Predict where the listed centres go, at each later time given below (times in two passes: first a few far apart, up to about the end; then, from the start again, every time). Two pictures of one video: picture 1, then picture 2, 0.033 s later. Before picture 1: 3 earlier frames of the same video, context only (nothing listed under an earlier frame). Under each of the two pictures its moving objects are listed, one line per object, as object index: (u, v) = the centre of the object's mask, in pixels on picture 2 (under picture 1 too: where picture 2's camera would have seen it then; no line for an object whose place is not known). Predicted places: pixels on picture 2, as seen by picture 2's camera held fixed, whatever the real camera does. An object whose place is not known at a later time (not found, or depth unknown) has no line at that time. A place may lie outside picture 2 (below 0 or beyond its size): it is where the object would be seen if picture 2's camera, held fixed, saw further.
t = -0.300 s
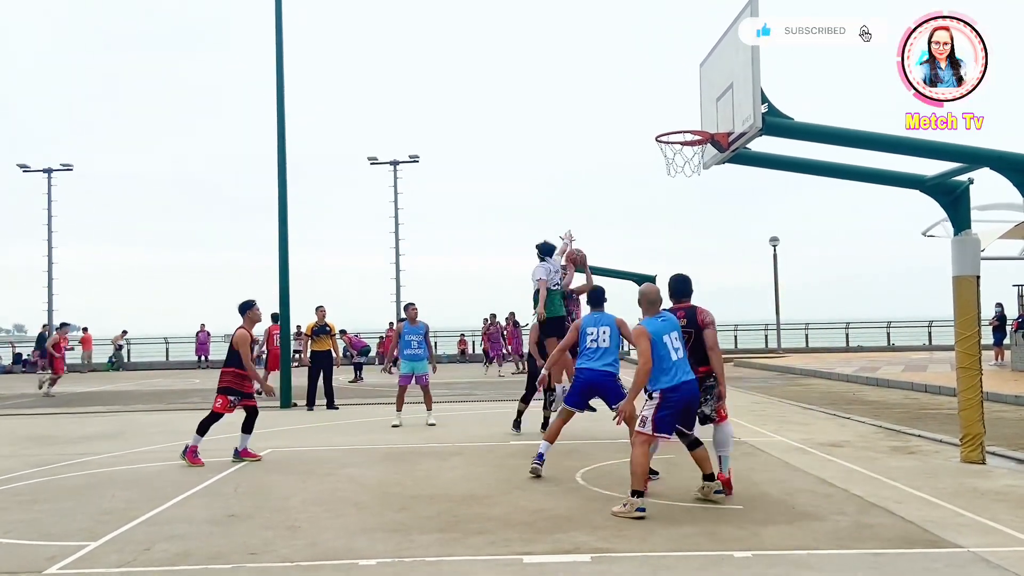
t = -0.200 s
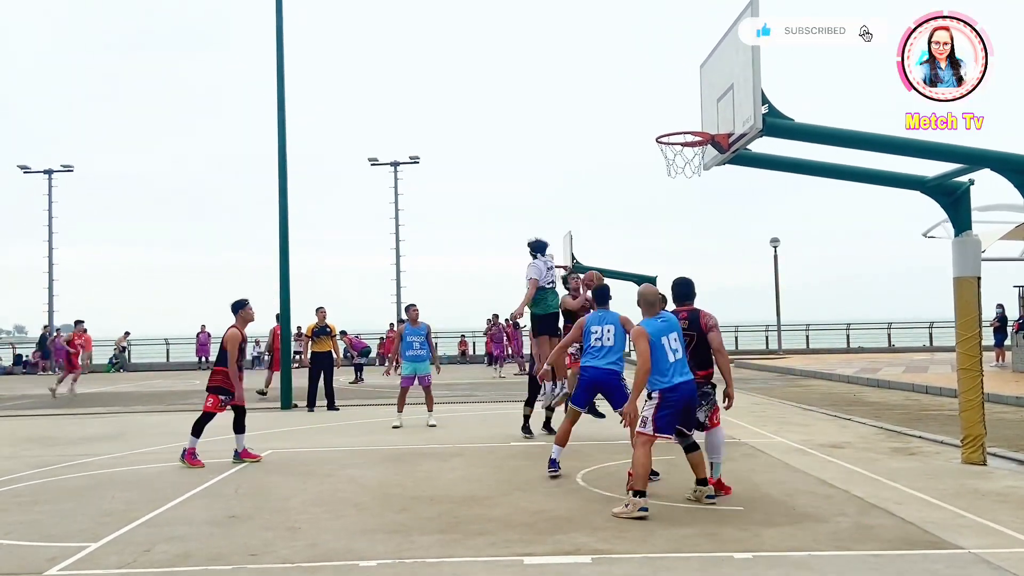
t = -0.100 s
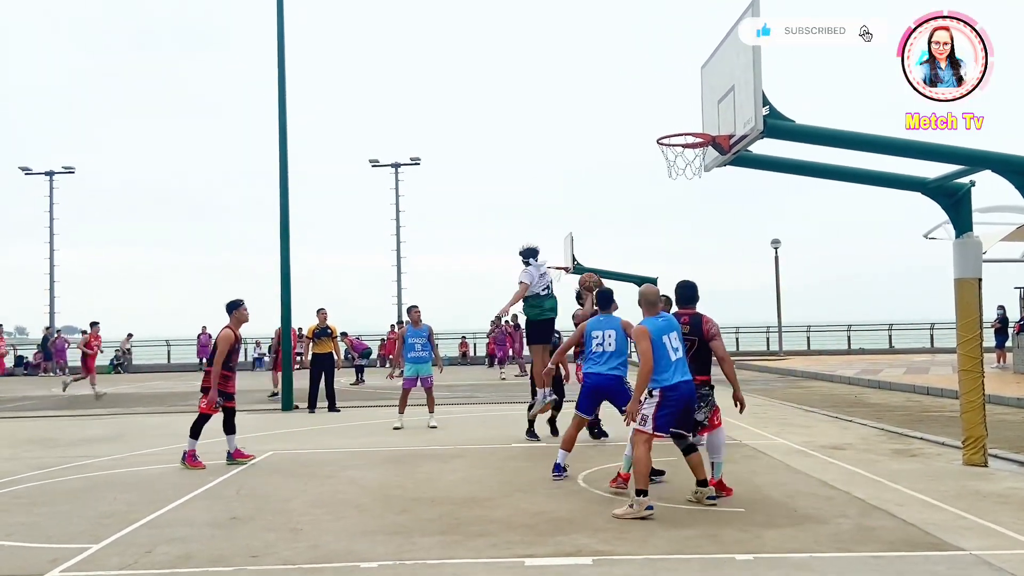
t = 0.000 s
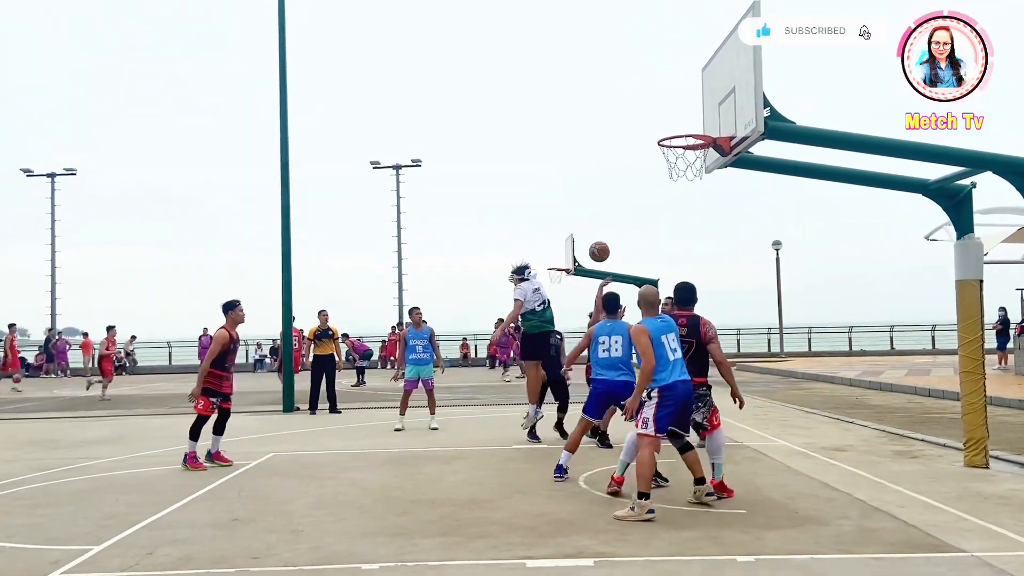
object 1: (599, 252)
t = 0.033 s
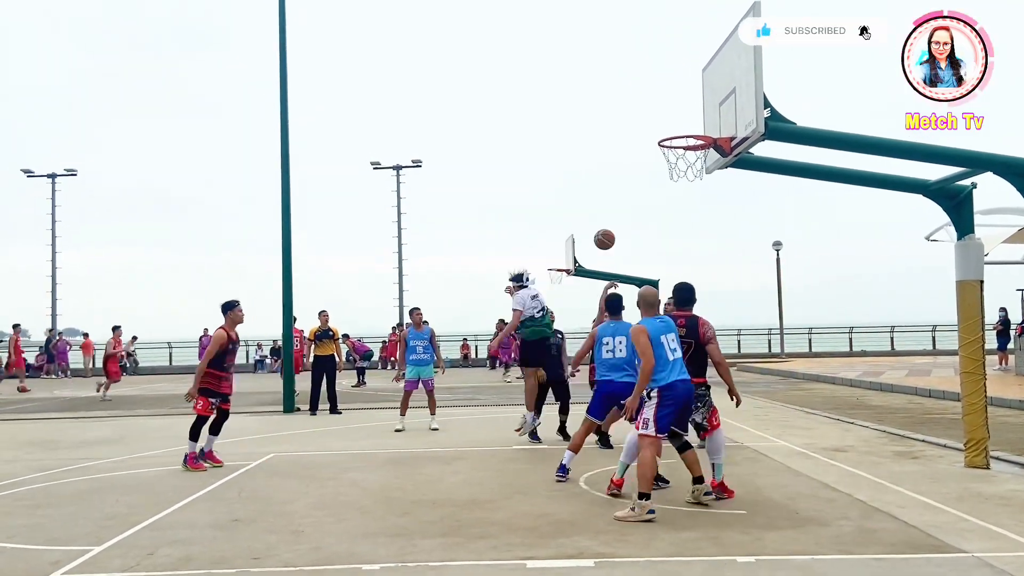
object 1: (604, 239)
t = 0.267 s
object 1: (640, 170)
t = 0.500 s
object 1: (682, 144)
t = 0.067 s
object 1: (609, 227)
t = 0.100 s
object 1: (614, 216)
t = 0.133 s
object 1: (619, 205)
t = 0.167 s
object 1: (624, 195)
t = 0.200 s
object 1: (629, 186)
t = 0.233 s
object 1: (635, 178)
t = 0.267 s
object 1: (640, 170)
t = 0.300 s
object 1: (646, 164)
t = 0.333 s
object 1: (652, 158)
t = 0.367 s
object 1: (658, 153)
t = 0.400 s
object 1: (663, 152)
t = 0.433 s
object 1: (671, 149)
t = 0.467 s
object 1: (676, 144)
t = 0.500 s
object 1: (682, 144)
